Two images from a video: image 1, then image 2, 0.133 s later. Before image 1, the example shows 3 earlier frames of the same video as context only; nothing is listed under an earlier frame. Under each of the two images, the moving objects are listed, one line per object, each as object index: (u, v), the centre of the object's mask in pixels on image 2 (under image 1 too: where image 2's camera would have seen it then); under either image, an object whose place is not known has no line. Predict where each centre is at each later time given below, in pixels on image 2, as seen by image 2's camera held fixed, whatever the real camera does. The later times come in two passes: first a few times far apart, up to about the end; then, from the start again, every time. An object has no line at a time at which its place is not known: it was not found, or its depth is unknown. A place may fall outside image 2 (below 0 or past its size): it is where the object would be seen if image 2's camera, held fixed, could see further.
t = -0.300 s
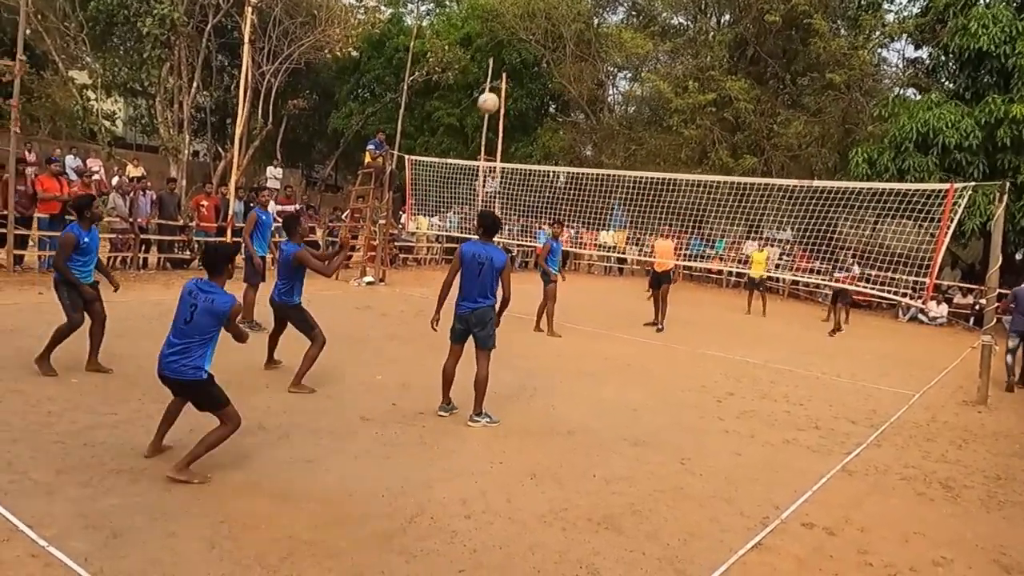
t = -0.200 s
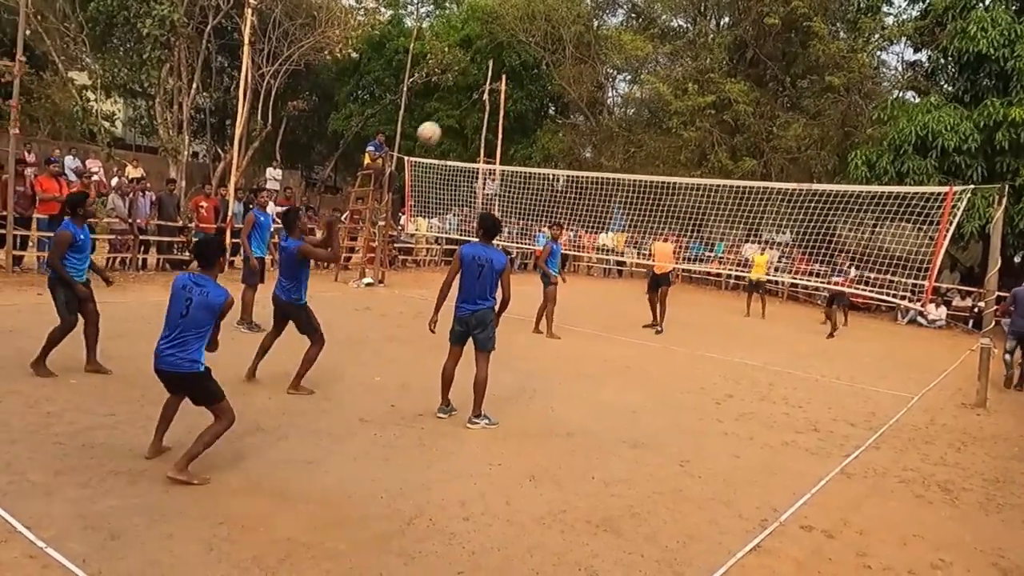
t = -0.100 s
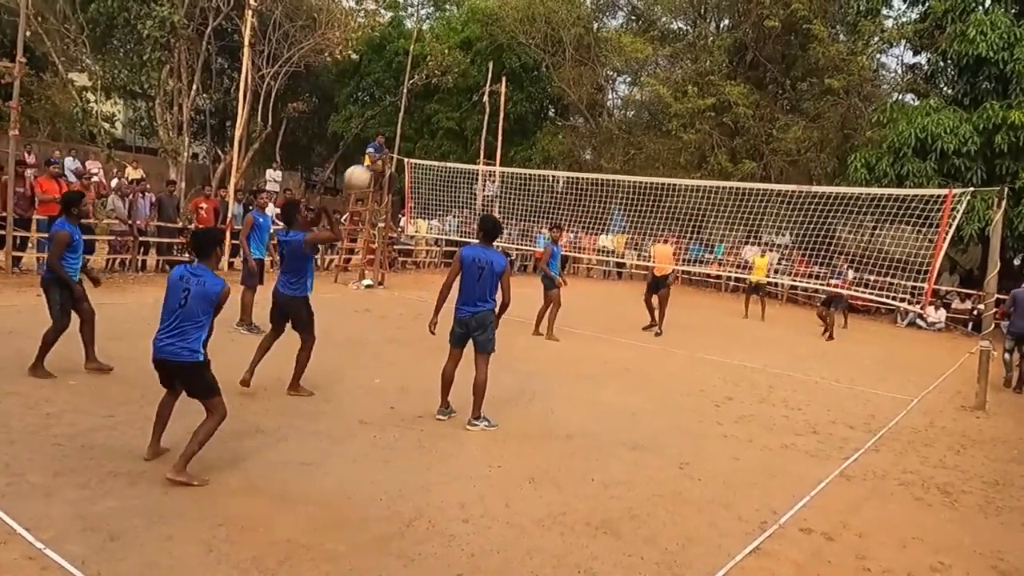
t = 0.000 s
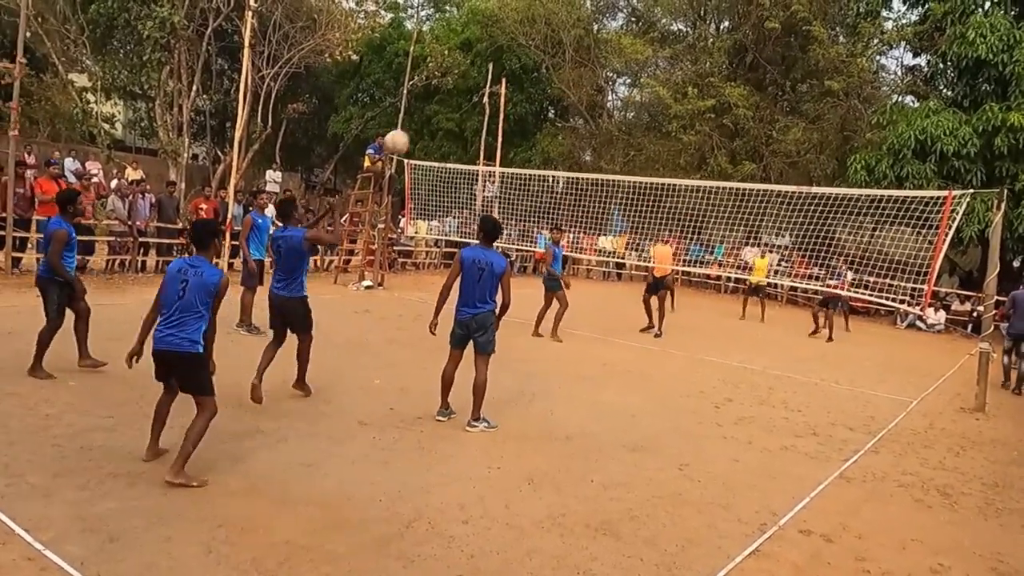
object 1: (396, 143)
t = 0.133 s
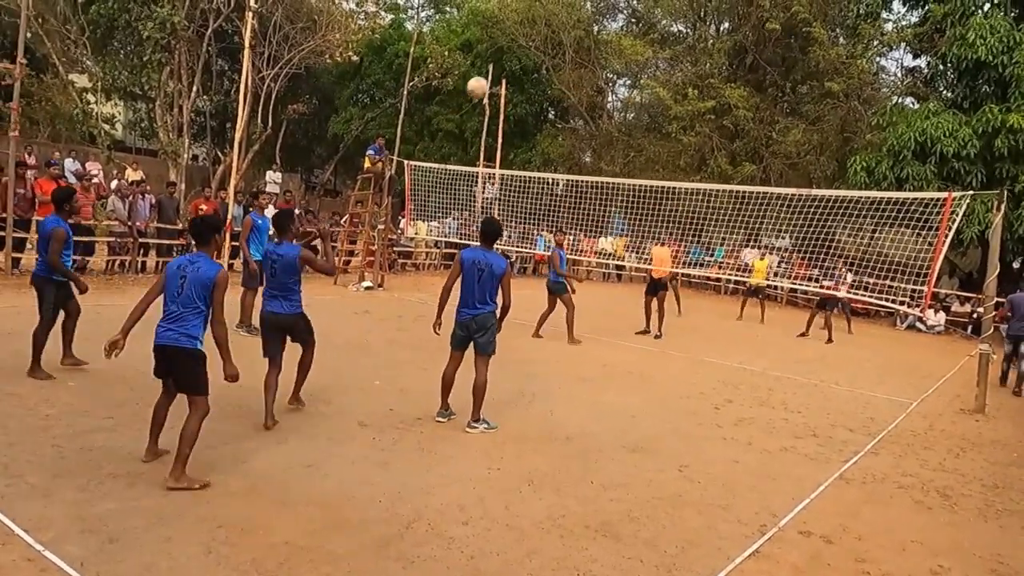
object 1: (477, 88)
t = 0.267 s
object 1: (538, 60)
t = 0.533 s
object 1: (625, 64)
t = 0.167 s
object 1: (494, 78)
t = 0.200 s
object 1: (510, 71)
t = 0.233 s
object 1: (524, 65)
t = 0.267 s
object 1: (538, 60)
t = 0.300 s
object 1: (551, 58)
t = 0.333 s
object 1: (564, 55)
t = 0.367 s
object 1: (576, 54)
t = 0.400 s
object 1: (586, 55)
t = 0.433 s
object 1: (596, 56)
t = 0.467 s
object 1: (606, 58)
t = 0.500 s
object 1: (615, 61)
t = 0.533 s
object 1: (625, 64)
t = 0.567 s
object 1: (633, 68)
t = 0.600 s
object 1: (640, 72)
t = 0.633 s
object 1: (648, 77)
